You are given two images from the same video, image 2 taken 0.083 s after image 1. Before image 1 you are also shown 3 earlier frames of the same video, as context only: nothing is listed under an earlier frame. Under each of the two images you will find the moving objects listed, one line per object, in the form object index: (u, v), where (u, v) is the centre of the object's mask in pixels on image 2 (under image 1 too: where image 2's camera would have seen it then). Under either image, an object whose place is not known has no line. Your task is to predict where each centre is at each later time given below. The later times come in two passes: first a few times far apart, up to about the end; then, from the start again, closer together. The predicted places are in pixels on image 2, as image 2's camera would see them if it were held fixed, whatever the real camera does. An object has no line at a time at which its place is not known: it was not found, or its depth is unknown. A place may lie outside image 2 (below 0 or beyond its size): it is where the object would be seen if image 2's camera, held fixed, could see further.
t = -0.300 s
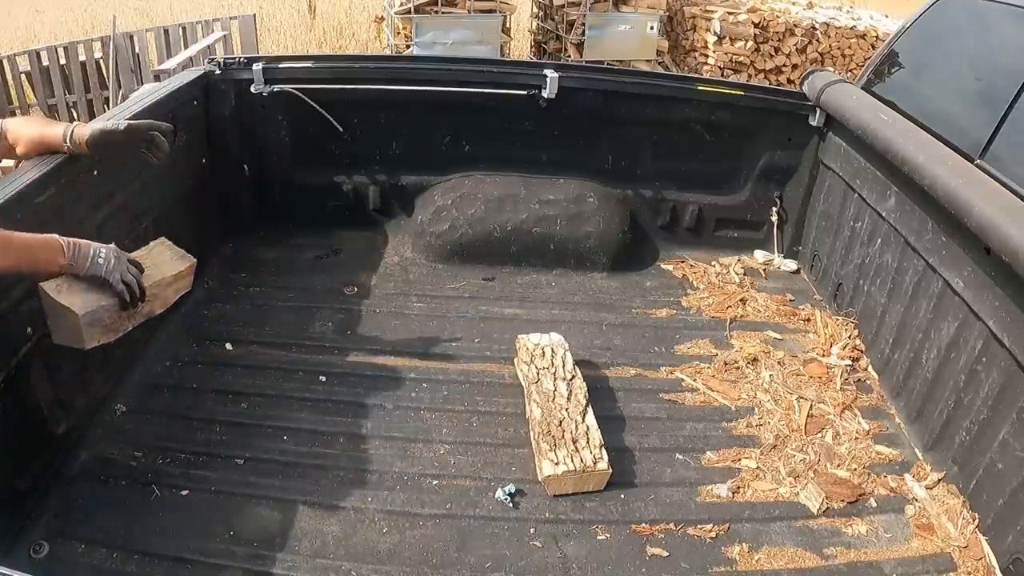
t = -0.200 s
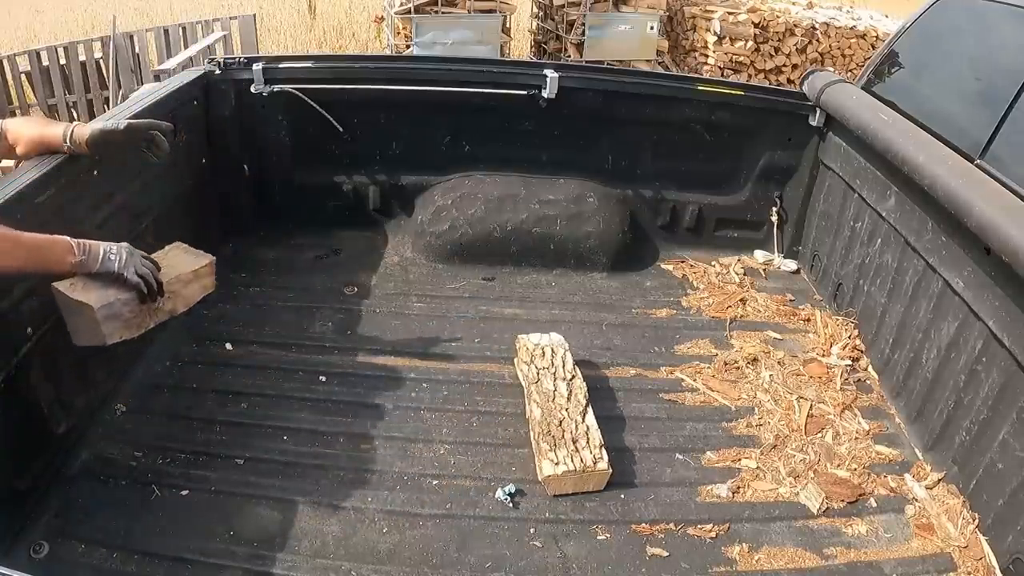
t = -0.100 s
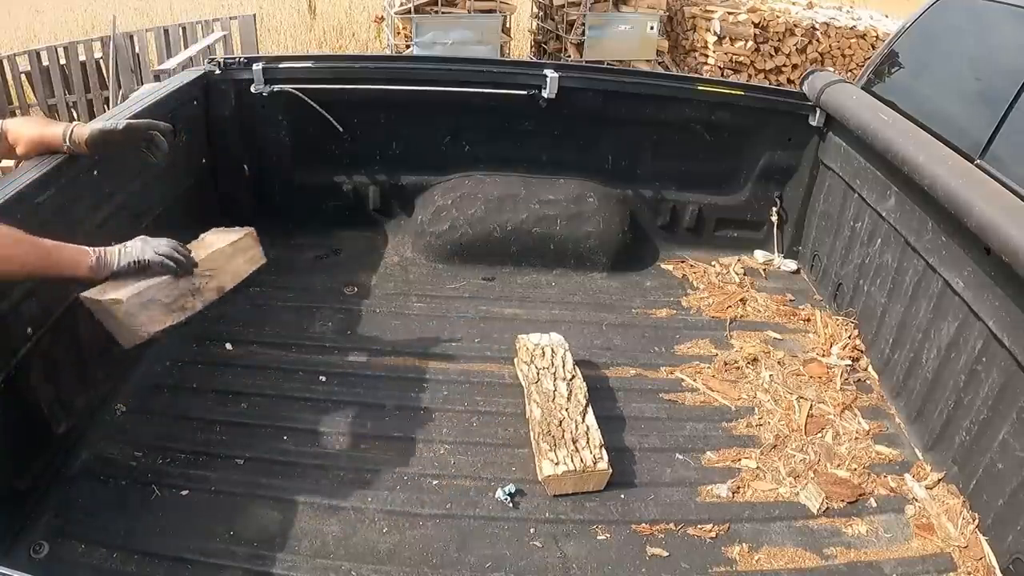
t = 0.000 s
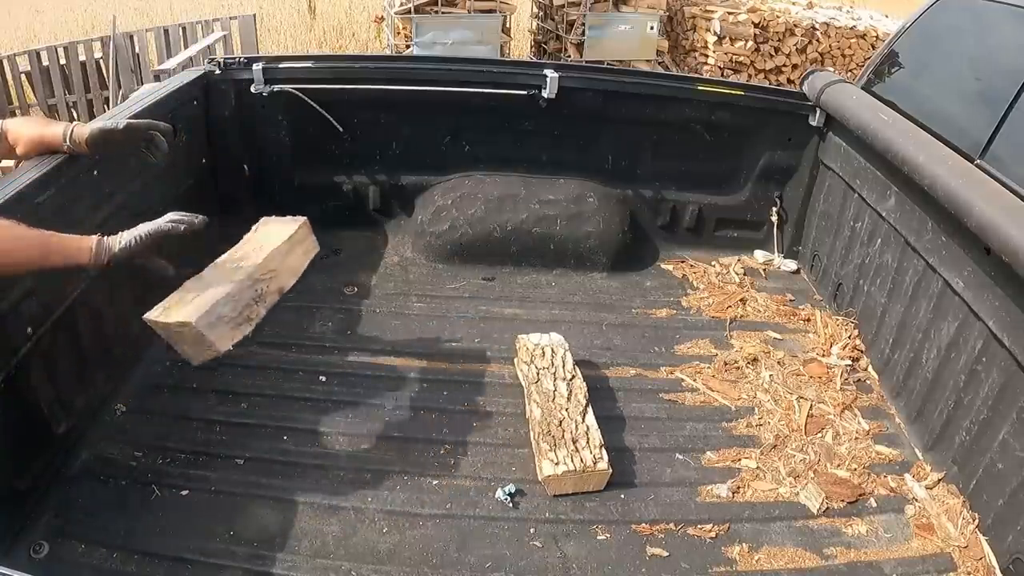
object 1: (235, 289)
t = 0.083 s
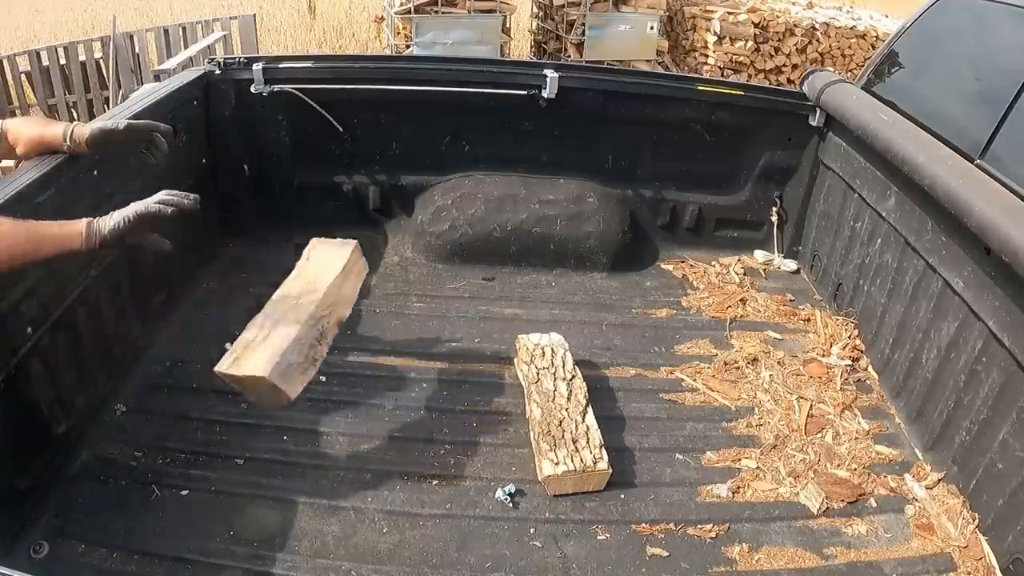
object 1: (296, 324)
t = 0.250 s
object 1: (414, 402)
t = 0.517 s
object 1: (487, 421)
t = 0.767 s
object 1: (488, 422)
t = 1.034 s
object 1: (486, 423)
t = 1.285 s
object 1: (487, 423)
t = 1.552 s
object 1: (486, 423)
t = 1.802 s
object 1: (486, 423)
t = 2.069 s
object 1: (486, 423)
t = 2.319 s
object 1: (486, 423)
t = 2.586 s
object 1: (486, 423)
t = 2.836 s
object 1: (486, 423)
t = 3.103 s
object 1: (486, 423)
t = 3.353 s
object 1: (486, 423)
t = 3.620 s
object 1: (486, 423)
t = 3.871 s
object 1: (486, 423)
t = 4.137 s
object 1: (486, 423)
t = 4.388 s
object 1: (486, 423)
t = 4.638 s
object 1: (486, 423)
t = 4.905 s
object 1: (486, 423)
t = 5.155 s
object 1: (486, 423)
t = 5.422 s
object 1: (486, 423)
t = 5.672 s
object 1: (486, 423)
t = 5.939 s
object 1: (486, 423)
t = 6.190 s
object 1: (486, 423)
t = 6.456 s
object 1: (486, 423)
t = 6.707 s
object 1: (486, 423)
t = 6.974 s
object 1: (486, 423)
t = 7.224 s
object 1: (486, 423)
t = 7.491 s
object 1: (486, 423)
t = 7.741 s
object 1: (486, 423)
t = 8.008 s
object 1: (486, 423)
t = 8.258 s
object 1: (486, 423)
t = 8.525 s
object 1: (486, 423)
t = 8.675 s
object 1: (486, 423)
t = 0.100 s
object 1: (310, 333)
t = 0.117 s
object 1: (323, 343)
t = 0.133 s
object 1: (335, 355)
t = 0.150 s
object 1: (349, 366)
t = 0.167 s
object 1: (361, 381)
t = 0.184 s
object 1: (374, 393)
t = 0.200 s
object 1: (384, 401)
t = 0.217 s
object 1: (395, 405)
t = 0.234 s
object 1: (408, 403)
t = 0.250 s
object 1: (414, 402)
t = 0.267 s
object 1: (421, 400)
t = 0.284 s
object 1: (428, 398)
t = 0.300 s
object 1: (440, 401)
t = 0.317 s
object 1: (453, 404)
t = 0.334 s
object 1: (461, 407)
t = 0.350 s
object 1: (467, 409)
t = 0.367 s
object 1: (472, 410)
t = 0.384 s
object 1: (475, 410)
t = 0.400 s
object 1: (477, 409)
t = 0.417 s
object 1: (479, 409)
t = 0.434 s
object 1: (480, 410)
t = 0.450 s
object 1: (482, 411)
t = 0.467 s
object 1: (483, 413)
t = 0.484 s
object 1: (485, 415)
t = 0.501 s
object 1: (486, 418)
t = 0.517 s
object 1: (487, 421)
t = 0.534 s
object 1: (488, 423)
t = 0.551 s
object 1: (487, 423)
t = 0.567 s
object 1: (486, 422)
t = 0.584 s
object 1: (485, 422)
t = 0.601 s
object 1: (485, 422)
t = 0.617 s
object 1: (485, 422)
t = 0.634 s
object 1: (485, 422)
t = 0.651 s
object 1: (485, 422)
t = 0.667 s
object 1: (485, 423)
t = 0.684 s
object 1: (486, 423)
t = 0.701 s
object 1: (487, 423)
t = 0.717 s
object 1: (487, 423)
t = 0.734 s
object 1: (488, 422)
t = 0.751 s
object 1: (488, 422)
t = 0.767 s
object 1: (488, 422)
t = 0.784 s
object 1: (488, 423)
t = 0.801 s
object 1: (487, 423)
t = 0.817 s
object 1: (487, 423)
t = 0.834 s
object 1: (486, 423)
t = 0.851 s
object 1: (486, 423)
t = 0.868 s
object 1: (486, 423)
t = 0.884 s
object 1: (486, 423)
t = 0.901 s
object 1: (487, 423)
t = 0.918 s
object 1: (487, 423)
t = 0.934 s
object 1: (487, 423)
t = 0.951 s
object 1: (487, 423)
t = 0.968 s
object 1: (487, 423)
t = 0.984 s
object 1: (487, 423)
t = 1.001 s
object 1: (486, 423)
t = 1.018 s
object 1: (486, 423)
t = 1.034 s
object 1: (486, 423)
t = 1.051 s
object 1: (487, 423)
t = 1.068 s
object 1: (487, 423)
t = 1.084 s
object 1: (487, 423)
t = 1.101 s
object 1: (487, 423)
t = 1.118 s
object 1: (486, 423)
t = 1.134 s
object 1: (487, 423)
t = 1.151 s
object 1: (487, 423)
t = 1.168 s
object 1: (487, 423)
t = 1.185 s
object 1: (487, 423)
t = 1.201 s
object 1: (487, 423)
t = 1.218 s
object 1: (487, 423)
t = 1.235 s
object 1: (487, 423)
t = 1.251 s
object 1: (487, 423)
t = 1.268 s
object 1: (487, 423)
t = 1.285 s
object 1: (487, 423)
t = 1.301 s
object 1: (487, 423)
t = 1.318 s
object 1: (487, 423)
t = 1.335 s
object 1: (487, 423)
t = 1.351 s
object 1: (487, 423)
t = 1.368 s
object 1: (487, 423)
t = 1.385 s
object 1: (487, 423)
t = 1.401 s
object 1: (487, 423)
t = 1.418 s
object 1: (487, 423)
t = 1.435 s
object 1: (487, 423)
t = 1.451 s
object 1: (487, 423)
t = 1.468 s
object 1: (486, 423)
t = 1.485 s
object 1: (486, 423)
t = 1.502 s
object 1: (486, 423)
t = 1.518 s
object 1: (486, 423)
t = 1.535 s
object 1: (486, 423)
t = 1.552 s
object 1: (486, 423)
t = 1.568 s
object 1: (486, 423)
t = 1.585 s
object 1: (486, 423)
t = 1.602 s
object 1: (486, 423)
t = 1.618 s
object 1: (486, 423)
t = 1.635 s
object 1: (486, 423)
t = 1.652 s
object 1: (486, 423)
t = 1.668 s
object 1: (486, 423)
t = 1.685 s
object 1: (486, 423)
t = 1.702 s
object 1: (486, 423)
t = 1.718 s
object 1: (486, 423)
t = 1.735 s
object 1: (486, 423)
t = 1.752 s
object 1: (486, 423)
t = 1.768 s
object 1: (486, 423)
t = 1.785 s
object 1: (486, 423)
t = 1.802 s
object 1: (486, 423)
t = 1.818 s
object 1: (486, 423)
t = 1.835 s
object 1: (486, 423)
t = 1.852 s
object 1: (486, 423)
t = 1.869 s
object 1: (486, 423)
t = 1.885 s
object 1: (486, 423)
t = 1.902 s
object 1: (486, 423)
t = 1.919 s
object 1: (486, 423)
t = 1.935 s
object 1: (486, 423)
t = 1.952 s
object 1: (486, 423)
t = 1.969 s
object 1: (486, 423)
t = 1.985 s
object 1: (486, 423)
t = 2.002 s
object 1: (486, 423)
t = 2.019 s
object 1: (486, 423)
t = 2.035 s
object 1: (486, 423)
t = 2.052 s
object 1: (486, 423)
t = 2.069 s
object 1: (486, 423)
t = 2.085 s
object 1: (486, 423)
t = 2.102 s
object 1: (486, 423)
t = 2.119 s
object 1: (486, 423)
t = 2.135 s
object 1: (486, 423)
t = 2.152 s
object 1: (486, 423)
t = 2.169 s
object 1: (486, 423)
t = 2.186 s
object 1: (486, 423)
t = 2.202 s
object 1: (486, 423)
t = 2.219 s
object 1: (486, 423)
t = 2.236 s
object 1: (486, 423)
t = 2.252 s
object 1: (486, 423)
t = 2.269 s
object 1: (486, 423)
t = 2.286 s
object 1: (486, 423)
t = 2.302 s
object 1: (486, 423)
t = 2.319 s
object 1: (486, 423)
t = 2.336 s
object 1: (486, 423)
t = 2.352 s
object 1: (486, 423)
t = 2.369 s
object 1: (486, 423)
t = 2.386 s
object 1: (486, 423)
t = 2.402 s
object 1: (486, 423)
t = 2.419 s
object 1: (486, 423)
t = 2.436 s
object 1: (486, 423)
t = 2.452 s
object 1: (486, 423)
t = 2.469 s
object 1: (486, 423)
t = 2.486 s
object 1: (486, 423)
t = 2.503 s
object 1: (486, 423)
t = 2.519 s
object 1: (486, 423)
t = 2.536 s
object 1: (486, 423)
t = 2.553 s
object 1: (486, 423)
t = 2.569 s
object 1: (486, 423)
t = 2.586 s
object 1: (486, 423)
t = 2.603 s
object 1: (486, 423)
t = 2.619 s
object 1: (486, 423)
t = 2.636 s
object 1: (486, 423)
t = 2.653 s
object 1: (486, 423)
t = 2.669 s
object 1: (486, 423)
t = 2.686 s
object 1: (486, 423)
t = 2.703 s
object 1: (486, 423)
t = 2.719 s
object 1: (486, 423)
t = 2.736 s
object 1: (486, 423)
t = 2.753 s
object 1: (486, 423)
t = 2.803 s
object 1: (486, 423)
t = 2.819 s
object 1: (486, 423)
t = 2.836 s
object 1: (486, 423)
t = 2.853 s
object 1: (486, 423)
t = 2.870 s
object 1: (486, 423)
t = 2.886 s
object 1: (486, 423)
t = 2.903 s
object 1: (486, 423)
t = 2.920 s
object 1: (486, 423)
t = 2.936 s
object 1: (486, 423)
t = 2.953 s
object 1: (486, 423)
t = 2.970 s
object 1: (486, 423)
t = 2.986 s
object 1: (486, 423)
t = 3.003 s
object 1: (486, 423)
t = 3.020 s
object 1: (486, 423)
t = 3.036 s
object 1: (486, 423)
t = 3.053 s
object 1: (486, 423)
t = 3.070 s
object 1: (486, 423)
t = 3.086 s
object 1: (486, 423)
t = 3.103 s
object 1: (486, 423)
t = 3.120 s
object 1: (486, 423)
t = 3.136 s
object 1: (486, 423)
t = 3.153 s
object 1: (486, 423)
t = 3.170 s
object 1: (486, 423)
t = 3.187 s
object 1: (486, 423)
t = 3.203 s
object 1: (486, 423)
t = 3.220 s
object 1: (486, 423)
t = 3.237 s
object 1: (486, 423)
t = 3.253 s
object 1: (486, 423)
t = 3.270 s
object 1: (486, 423)
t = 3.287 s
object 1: (486, 423)
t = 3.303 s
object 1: (486, 423)
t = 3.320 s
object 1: (486, 423)
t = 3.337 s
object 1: (486, 423)
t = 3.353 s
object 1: (486, 423)
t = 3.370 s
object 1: (486, 423)
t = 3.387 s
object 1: (486, 423)
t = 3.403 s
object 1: (486, 423)
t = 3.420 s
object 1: (486, 423)
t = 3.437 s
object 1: (486, 423)
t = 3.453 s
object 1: (486, 423)
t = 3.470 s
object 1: (486, 423)
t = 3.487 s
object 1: (486, 423)
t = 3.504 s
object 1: (486, 423)
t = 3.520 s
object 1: (486, 423)
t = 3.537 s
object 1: (486, 423)
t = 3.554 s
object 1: (486, 423)
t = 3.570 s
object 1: (486, 423)
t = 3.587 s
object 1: (486, 423)
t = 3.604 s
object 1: (486, 423)
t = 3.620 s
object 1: (486, 423)
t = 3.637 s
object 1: (486, 423)
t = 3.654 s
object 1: (486, 423)
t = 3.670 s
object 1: (486, 423)
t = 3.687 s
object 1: (486, 423)
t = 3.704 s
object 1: (486, 423)
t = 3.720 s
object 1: (486, 423)
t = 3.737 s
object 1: (486, 423)
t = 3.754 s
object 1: (486, 423)
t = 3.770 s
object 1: (486, 423)
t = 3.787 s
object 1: (486, 423)
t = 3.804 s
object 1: (486, 423)
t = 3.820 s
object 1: (486, 423)
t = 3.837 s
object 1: (486, 423)
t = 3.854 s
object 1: (486, 423)
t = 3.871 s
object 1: (486, 423)
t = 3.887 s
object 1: (486, 423)
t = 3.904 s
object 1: (486, 423)
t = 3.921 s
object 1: (486, 423)
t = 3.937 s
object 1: (486, 423)
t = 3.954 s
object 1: (486, 423)
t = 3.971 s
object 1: (486, 423)
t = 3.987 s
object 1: (486, 423)
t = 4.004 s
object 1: (486, 423)
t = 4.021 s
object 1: (486, 423)
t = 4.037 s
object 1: (486, 423)
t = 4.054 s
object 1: (486, 423)
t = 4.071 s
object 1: (486, 423)
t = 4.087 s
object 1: (486, 423)
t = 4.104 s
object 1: (486, 423)
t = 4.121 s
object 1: (486, 423)
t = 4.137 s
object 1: (486, 423)
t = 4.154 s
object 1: (486, 423)
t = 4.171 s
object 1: (486, 423)
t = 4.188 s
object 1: (486, 423)
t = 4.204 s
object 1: (486, 423)
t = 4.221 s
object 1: (486, 423)
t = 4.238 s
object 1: (486, 423)
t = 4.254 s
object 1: (486, 423)
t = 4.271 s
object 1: (486, 423)
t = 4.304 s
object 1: (486, 423)
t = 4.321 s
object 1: (486, 423)
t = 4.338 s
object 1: (486, 423)
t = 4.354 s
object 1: (486, 423)
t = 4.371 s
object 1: (486, 423)
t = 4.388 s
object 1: (486, 423)
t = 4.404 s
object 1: (486, 423)
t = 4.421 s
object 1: (486, 423)
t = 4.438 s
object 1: (486, 423)
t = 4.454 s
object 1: (486, 423)
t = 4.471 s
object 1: (486, 423)
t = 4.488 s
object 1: (486, 423)
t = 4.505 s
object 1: (486, 423)
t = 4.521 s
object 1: (486, 423)
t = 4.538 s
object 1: (486, 423)
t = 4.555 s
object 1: (486, 423)
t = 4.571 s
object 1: (486, 423)
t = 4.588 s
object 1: (486, 423)
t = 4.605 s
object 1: (486, 423)
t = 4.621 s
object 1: (486, 423)
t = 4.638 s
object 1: (486, 423)
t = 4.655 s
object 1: (486, 423)
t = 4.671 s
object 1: (486, 423)
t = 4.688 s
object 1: (486, 423)
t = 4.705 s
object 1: (486, 423)
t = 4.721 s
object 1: (486, 423)
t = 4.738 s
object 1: (486, 423)
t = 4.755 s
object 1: (486, 423)
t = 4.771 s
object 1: (486, 423)
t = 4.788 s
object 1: (486, 423)
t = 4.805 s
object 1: (486, 423)
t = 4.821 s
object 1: (486, 423)
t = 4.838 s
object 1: (486, 423)
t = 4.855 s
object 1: (486, 423)
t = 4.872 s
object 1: (486, 423)
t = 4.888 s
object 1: (486, 423)
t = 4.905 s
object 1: (486, 423)
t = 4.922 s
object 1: (486, 423)
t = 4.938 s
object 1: (486, 423)
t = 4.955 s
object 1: (486, 423)
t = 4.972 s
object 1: (486, 423)
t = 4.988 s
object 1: (486, 423)
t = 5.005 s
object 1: (486, 423)
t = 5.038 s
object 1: (486, 423)
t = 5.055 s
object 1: (486, 423)
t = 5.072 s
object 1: (486, 423)
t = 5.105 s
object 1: (486, 423)
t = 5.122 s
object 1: (486, 423)
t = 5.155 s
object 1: (486, 423)
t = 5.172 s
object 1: (486, 423)
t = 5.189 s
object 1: (486, 423)
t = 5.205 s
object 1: (486, 423)
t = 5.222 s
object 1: (486, 423)
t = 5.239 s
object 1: (486, 423)
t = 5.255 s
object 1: (486, 423)
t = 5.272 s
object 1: (486, 423)
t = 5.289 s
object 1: (486, 423)
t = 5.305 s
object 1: (486, 423)
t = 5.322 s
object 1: (486, 423)
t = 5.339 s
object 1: (486, 423)
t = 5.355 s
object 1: (486, 423)
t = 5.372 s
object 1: (486, 423)
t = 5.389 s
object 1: (486, 423)
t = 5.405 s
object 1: (486, 423)
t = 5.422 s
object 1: (486, 423)
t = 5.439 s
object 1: (486, 423)
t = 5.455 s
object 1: (486, 423)
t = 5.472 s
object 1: (486, 423)
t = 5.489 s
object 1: (486, 423)
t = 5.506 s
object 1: (486, 423)
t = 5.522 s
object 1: (486, 423)
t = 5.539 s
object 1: (486, 423)
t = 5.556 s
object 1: (486, 423)
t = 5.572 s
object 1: (486, 423)
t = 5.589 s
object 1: (486, 423)
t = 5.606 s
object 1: (486, 423)
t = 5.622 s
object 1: (486, 423)
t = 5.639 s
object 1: (486, 423)
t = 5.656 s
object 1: (486, 423)
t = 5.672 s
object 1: (486, 423)
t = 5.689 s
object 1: (486, 423)
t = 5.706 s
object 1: (486, 423)
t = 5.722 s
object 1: (486, 423)
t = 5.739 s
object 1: (486, 423)
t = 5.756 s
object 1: (486, 423)
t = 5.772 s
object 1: (486, 423)
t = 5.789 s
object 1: (486, 423)
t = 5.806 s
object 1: (486, 423)
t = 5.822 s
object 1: (486, 423)
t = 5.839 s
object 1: (486, 423)
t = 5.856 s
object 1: (486, 423)
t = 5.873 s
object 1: (486, 423)
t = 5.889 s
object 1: (486, 423)
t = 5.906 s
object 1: (486, 423)
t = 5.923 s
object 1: (486, 423)
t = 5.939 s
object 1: (486, 423)
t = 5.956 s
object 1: (486, 423)
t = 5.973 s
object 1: (486, 423)
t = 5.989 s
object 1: (486, 423)
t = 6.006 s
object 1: (486, 423)
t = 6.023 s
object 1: (486, 423)
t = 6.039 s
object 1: (486, 423)
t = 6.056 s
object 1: (486, 423)
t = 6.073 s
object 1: (486, 423)
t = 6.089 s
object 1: (486, 423)
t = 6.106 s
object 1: (486, 423)
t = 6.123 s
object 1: (486, 423)
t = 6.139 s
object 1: (486, 423)
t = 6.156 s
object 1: (486, 423)
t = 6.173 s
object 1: (486, 423)
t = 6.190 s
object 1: (486, 423)
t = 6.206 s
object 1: (486, 423)
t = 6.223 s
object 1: (486, 423)
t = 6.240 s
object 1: (486, 423)
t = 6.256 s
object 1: (486, 423)
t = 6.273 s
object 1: (486, 423)
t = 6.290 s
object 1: (486, 423)
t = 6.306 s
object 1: (486, 423)
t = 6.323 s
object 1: (486, 423)
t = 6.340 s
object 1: (486, 423)
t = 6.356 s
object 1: (486, 423)
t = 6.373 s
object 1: (486, 423)
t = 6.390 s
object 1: (486, 423)
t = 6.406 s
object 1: (486, 423)
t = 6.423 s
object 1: (486, 423)
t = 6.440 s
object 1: (486, 423)
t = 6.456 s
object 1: (486, 423)
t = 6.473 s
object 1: (486, 423)
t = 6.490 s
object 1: (486, 423)
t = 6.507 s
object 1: (486, 423)
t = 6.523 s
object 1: (486, 423)
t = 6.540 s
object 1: (486, 423)
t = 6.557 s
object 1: (486, 423)
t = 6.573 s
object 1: (486, 423)
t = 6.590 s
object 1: (486, 423)
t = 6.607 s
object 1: (486, 423)
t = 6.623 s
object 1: (486, 423)
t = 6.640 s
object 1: (486, 423)
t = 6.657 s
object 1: (486, 423)
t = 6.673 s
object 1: (486, 423)
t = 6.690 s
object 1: (486, 423)
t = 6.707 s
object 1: (486, 423)
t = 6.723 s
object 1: (486, 423)
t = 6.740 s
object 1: (486, 423)
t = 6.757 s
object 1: (486, 423)
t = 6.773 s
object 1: (486, 423)
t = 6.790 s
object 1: (486, 423)
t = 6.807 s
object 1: (486, 423)
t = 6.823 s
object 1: (486, 423)
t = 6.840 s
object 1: (486, 423)
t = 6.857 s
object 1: (486, 423)
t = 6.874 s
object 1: (486, 423)
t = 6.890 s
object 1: (486, 423)
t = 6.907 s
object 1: (486, 423)
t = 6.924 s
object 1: (486, 423)
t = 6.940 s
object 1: (486, 423)
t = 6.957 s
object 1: (486, 423)
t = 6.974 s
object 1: (486, 423)
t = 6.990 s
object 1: (486, 423)
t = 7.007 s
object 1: (486, 423)
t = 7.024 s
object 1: (486, 423)
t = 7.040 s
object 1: (486, 423)
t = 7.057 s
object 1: (486, 423)
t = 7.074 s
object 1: (486, 423)
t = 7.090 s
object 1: (486, 423)
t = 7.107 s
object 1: (486, 423)
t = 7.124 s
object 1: (486, 423)
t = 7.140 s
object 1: (486, 423)
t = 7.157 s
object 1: (486, 423)
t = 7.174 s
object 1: (486, 423)
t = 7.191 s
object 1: (486, 423)
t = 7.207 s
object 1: (486, 423)
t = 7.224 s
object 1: (486, 423)
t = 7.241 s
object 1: (486, 423)
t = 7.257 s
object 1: (486, 423)
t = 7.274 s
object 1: (486, 423)
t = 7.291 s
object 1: (486, 423)
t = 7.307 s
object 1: (486, 423)
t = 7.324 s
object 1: (486, 423)
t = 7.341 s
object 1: (486, 423)
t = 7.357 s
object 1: (486, 423)
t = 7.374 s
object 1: (486, 423)
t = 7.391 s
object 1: (486, 423)
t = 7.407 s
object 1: (486, 423)
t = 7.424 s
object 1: (486, 423)
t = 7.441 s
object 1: (486, 423)
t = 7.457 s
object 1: (486, 423)
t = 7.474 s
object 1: (486, 423)
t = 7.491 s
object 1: (486, 423)
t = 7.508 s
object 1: (486, 423)
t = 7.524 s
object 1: (486, 423)
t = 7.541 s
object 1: (486, 423)
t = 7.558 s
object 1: (486, 423)
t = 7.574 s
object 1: (486, 423)
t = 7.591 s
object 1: (486, 423)
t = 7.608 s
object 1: (486, 423)
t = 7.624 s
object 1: (486, 423)
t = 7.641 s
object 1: (486, 423)
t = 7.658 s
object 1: (486, 423)
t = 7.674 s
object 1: (486, 423)
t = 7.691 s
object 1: (486, 423)
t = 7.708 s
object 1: (486, 423)
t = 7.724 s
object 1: (486, 423)
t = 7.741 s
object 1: (486, 423)
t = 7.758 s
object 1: (486, 423)
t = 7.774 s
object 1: (486, 423)
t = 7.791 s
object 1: (486, 423)
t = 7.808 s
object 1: (486, 423)
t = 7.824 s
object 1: (486, 423)
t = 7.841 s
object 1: (486, 423)
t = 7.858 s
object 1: (486, 423)
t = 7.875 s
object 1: (486, 423)
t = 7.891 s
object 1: (486, 423)
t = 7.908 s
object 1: (486, 423)
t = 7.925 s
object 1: (486, 423)
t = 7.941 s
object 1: (486, 423)
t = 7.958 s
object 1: (486, 423)
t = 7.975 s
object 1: (486, 423)
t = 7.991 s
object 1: (486, 423)
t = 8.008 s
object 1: (486, 423)
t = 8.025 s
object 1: (486, 423)
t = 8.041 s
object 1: (486, 423)
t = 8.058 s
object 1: (486, 423)
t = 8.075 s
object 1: (486, 423)
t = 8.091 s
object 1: (486, 423)
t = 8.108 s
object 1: (486, 423)
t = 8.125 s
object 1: (486, 423)
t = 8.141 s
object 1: (486, 423)
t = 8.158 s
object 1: (486, 423)
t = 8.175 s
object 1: (486, 423)
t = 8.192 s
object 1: (486, 423)
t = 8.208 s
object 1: (486, 423)
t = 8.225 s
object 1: (486, 423)
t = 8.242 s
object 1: (486, 423)
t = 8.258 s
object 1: (486, 423)
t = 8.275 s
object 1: (486, 423)
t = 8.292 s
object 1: (486, 423)
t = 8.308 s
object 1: (486, 423)
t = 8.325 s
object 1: (486, 423)
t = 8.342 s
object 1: (486, 423)
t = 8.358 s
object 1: (486, 423)
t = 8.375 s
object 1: (486, 423)
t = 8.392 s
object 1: (486, 423)
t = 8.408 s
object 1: (486, 423)
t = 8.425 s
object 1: (486, 423)
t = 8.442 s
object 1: (486, 423)
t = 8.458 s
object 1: (486, 423)
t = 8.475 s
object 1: (486, 423)
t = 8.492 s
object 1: (486, 423)
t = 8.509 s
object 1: (486, 423)
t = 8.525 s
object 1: (486, 423)
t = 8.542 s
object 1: (486, 423)
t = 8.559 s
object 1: (486, 423)
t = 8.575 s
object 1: (486, 423)
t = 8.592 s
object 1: (486, 423)
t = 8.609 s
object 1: (486, 423)
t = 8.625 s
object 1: (486, 423)
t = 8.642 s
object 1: (486, 423)
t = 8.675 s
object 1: (486, 423)
